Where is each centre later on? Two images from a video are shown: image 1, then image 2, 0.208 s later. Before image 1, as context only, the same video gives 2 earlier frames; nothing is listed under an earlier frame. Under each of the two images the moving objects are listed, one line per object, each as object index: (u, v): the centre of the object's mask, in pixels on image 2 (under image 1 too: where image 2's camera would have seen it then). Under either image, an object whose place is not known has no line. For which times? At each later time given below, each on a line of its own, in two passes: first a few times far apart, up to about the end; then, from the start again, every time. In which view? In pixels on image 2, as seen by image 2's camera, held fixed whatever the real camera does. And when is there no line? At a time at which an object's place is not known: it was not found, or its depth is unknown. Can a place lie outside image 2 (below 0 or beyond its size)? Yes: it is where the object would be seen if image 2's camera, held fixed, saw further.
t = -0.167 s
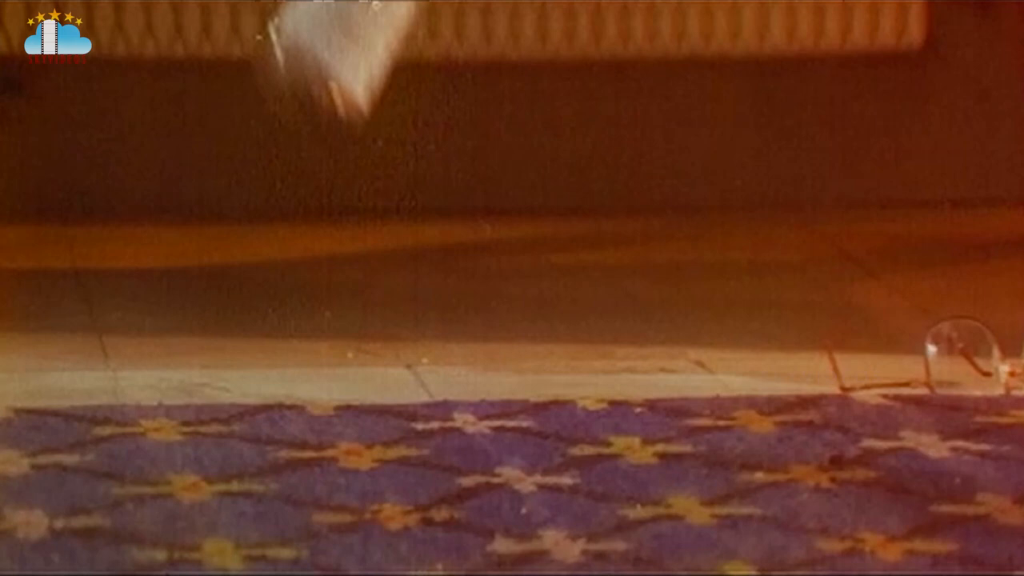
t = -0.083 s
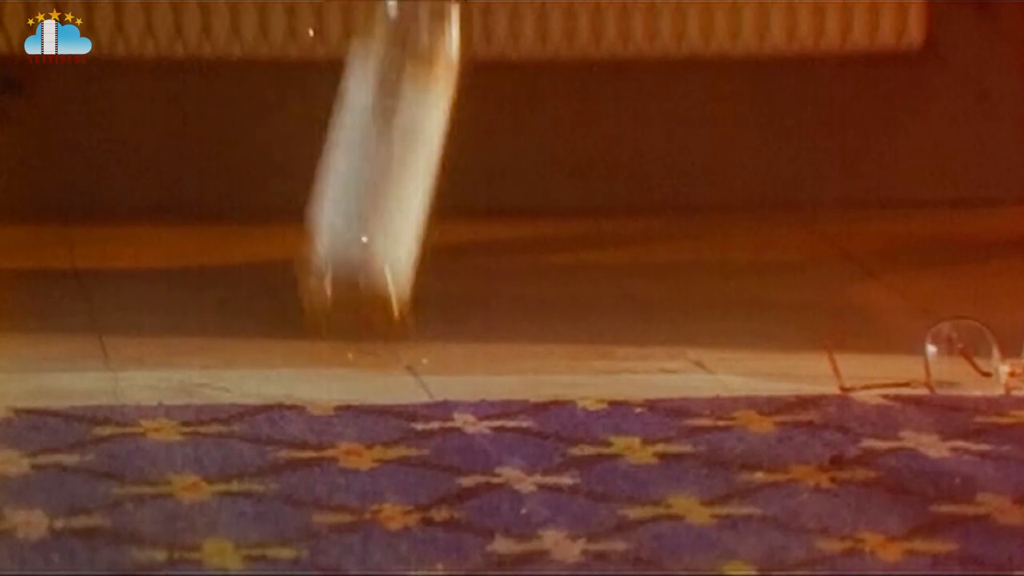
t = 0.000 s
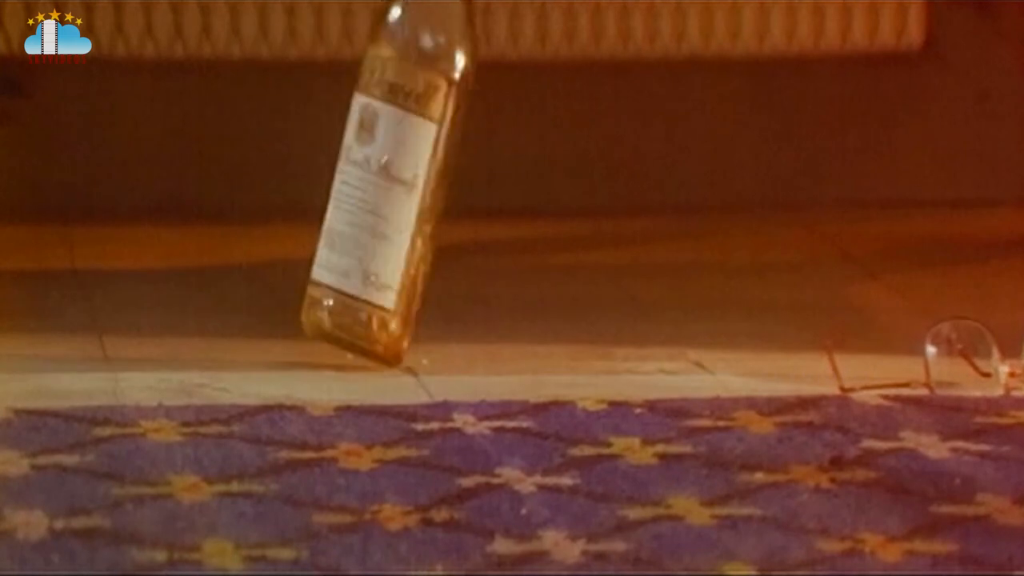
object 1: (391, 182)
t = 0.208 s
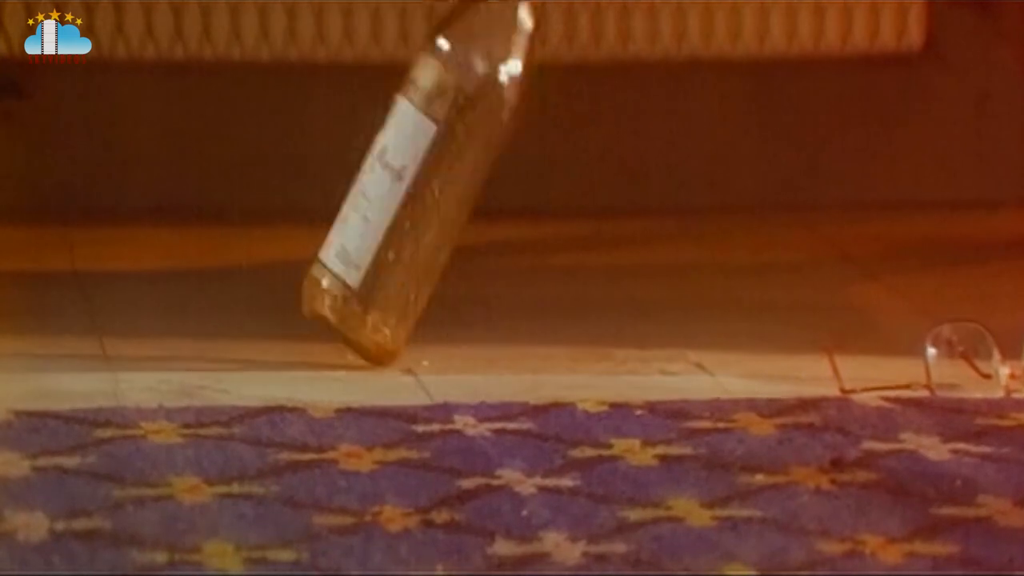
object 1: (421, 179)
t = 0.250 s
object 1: (435, 180)
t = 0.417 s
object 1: (541, 268)
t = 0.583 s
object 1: (570, 285)
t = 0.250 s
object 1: (435, 180)
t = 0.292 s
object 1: (461, 187)
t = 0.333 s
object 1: (493, 212)
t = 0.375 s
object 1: (536, 264)
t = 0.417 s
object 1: (541, 268)
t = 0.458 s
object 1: (543, 242)
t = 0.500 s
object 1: (555, 246)
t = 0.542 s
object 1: (572, 259)
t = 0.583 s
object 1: (570, 285)
